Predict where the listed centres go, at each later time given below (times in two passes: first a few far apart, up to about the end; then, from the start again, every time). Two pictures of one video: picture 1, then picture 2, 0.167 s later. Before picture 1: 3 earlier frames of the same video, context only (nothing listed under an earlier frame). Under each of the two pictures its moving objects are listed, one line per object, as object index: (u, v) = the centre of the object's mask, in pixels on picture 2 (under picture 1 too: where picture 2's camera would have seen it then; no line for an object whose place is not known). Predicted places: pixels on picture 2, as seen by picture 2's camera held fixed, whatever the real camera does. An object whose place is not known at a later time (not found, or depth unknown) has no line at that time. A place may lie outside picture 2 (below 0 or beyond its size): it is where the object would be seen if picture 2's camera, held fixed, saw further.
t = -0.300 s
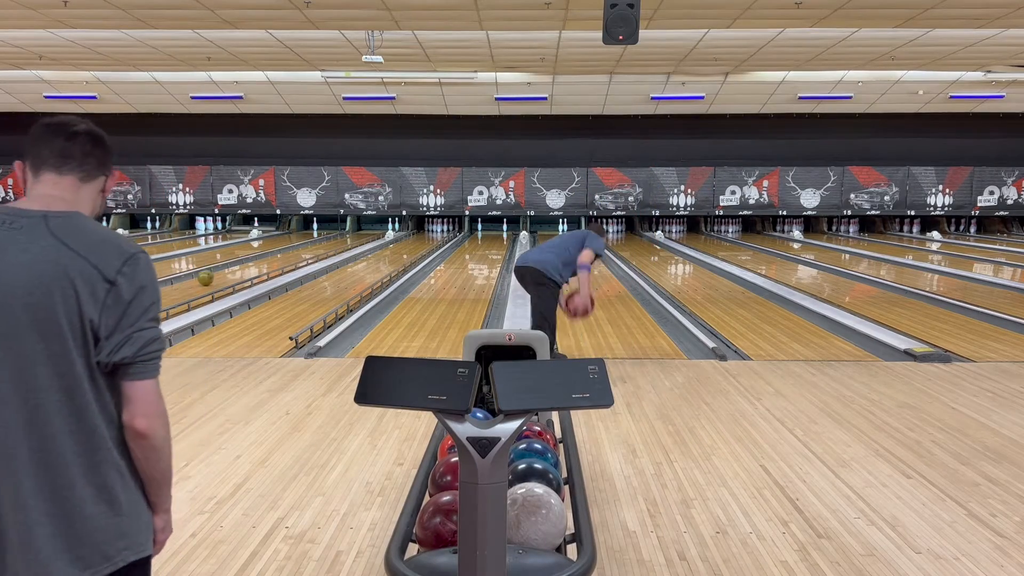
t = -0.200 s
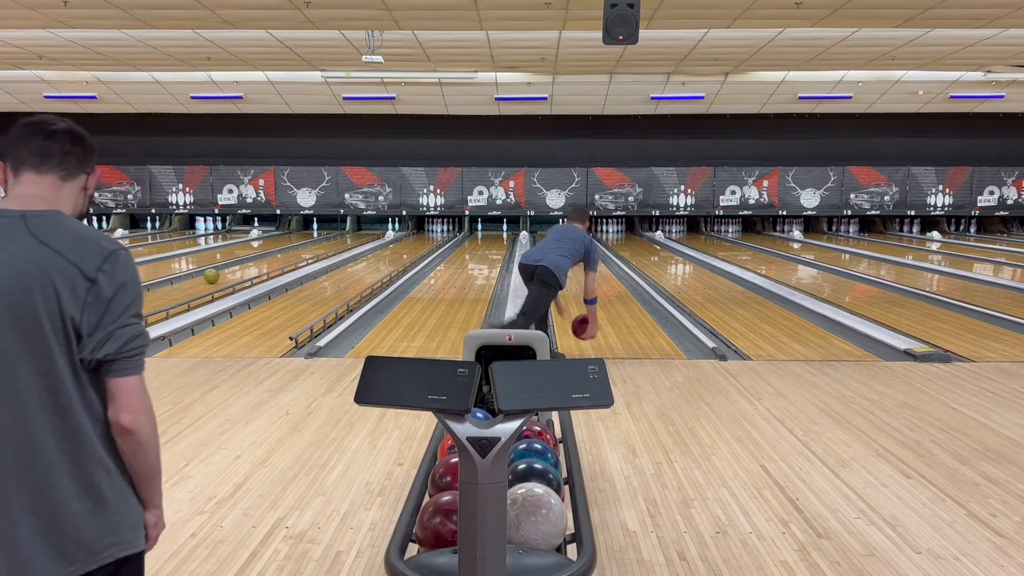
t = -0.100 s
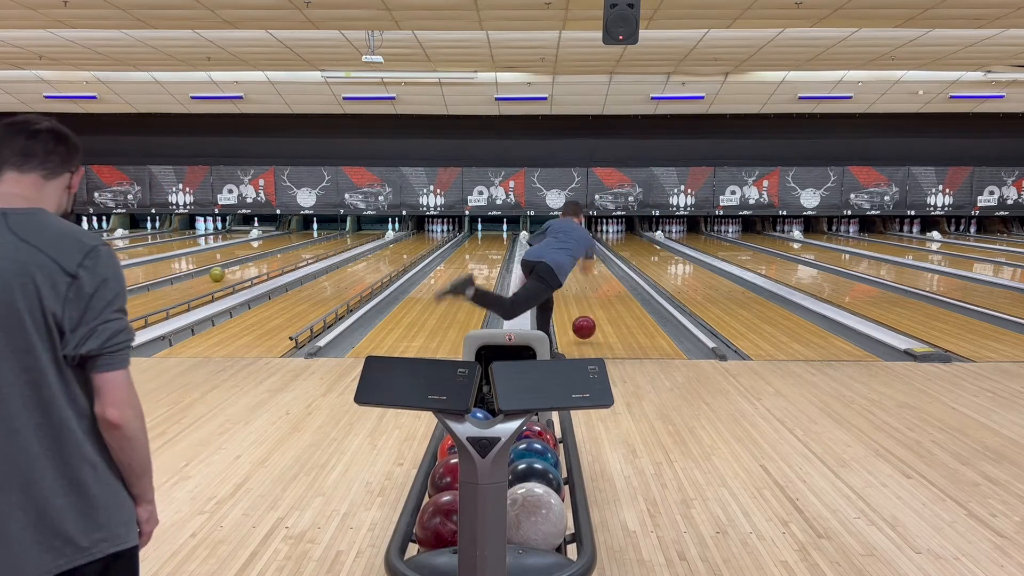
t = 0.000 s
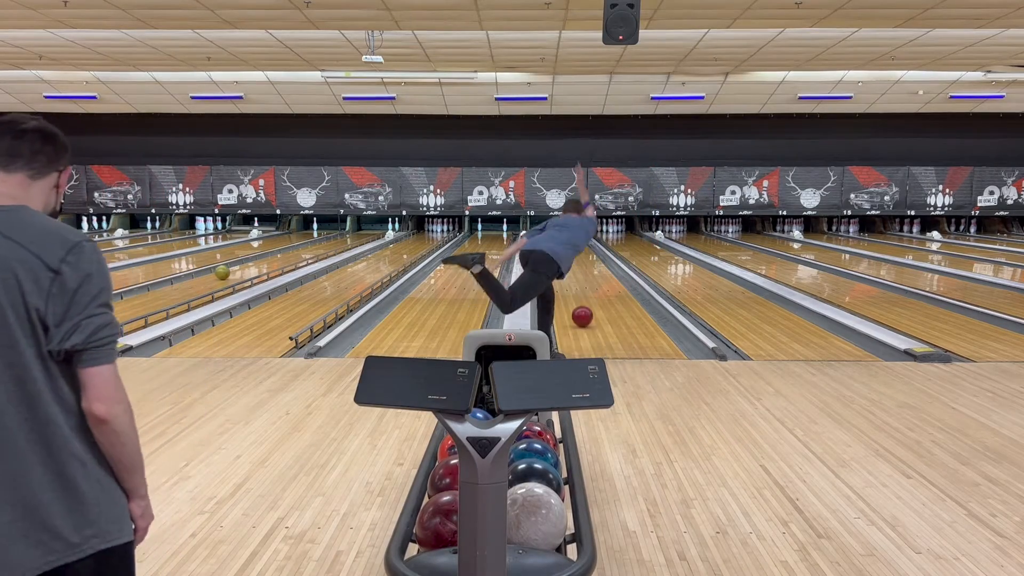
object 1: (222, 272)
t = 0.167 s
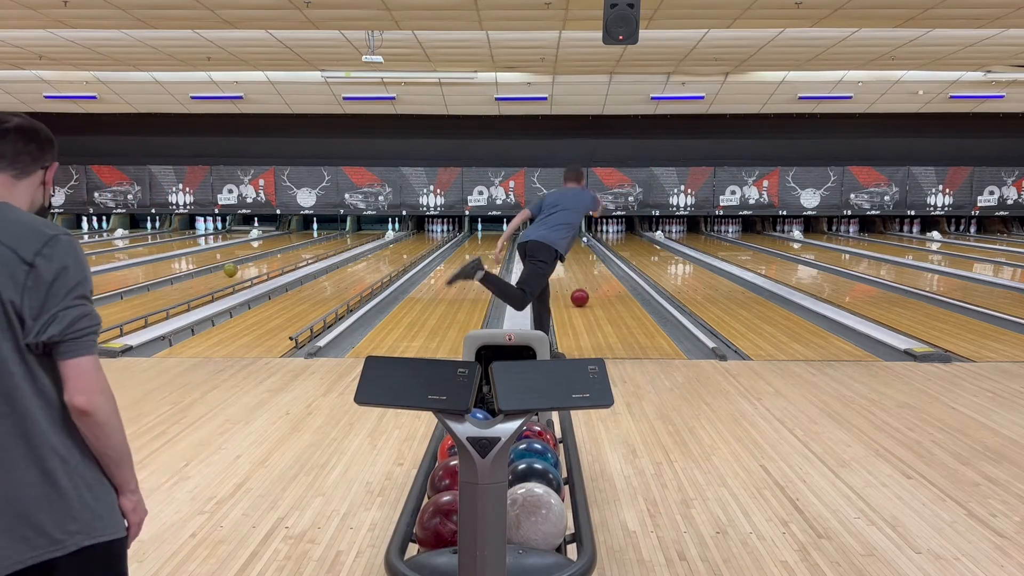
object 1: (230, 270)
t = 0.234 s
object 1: (234, 268)
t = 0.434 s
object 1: (243, 265)
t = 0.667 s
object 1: (252, 262)
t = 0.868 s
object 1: (260, 260)
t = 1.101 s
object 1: (269, 257)
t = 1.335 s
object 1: (277, 255)
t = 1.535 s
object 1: (283, 253)
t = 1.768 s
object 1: (290, 251)
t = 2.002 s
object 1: (297, 249)
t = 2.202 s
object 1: (302, 248)
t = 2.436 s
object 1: (309, 246)
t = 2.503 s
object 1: (310, 246)
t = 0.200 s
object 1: (232, 269)
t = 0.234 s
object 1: (234, 268)
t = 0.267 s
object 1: (235, 268)
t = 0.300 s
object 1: (237, 267)
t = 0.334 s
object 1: (238, 267)
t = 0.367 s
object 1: (240, 266)
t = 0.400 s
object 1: (241, 266)
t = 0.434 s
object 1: (243, 265)
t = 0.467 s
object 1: (244, 265)
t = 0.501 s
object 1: (246, 264)
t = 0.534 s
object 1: (247, 264)
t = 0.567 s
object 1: (248, 263)
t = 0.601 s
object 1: (249, 263)
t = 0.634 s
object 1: (251, 263)
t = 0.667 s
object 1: (252, 262)
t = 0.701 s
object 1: (254, 262)
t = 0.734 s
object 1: (255, 261)
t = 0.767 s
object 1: (256, 261)
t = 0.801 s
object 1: (258, 261)
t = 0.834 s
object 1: (259, 260)
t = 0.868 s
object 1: (260, 260)
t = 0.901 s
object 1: (261, 260)
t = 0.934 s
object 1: (263, 259)
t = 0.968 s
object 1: (264, 259)
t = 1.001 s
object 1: (265, 258)
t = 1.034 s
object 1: (266, 258)
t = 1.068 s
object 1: (267, 258)
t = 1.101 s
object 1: (269, 257)
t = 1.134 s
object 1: (270, 257)
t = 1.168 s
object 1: (271, 257)
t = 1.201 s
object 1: (272, 256)
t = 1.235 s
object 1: (273, 256)
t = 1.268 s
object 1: (274, 256)
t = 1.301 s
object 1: (275, 255)
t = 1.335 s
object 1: (277, 255)
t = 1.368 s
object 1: (277, 255)
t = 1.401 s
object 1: (279, 254)
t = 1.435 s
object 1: (280, 254)
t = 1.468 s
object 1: (281, 254)
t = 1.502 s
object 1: (282, 254)
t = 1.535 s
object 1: (283, 253)
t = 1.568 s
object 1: (284, 253)
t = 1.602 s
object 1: (285, 253)
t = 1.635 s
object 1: (286, 252)
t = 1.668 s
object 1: (287, 252)
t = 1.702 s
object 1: (288, 252)
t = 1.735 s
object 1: (289, 252)
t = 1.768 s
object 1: (290, 251)
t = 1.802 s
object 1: (291, 251)
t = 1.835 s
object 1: (292, 251)
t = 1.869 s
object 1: (293, 250)
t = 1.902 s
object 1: (294, 250)
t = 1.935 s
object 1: (295, 250)
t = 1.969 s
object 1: (296, 250)
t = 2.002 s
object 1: (297, 249)
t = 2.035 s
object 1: (297, 249)
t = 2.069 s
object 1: (298, 249)
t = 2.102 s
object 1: (300, 248)
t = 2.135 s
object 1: (300, 248)
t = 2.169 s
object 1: (301, 248)
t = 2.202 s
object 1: (302, 248)
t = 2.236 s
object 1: (303, 248)
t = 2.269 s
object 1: (304, 247)
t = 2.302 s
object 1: (305, 247)
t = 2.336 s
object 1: (306, 247)
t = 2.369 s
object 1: (307, 247)
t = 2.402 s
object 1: (308, 247)
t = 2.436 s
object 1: (309, 246)
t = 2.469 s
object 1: (309, 246)
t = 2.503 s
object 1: (310, 246)
